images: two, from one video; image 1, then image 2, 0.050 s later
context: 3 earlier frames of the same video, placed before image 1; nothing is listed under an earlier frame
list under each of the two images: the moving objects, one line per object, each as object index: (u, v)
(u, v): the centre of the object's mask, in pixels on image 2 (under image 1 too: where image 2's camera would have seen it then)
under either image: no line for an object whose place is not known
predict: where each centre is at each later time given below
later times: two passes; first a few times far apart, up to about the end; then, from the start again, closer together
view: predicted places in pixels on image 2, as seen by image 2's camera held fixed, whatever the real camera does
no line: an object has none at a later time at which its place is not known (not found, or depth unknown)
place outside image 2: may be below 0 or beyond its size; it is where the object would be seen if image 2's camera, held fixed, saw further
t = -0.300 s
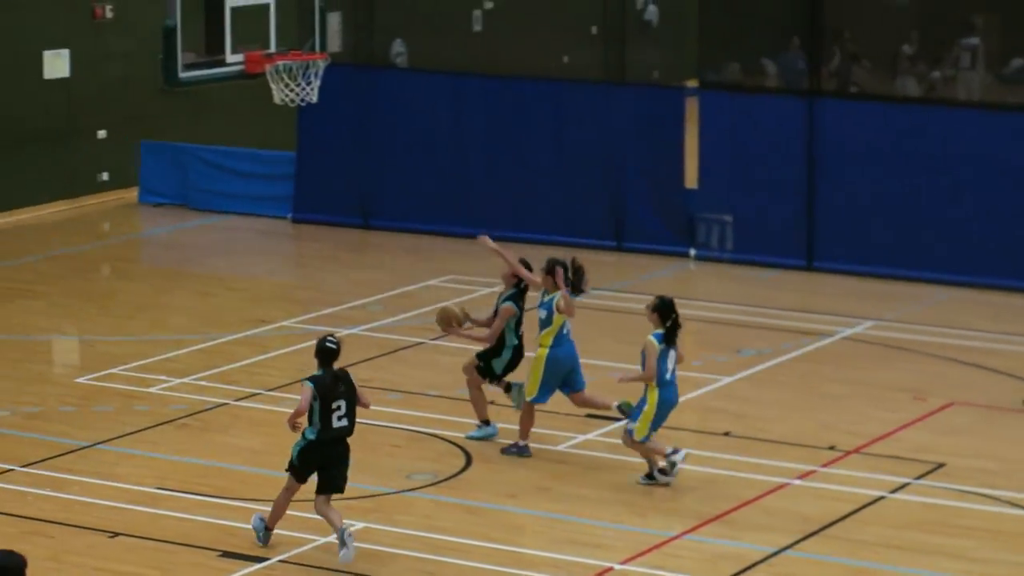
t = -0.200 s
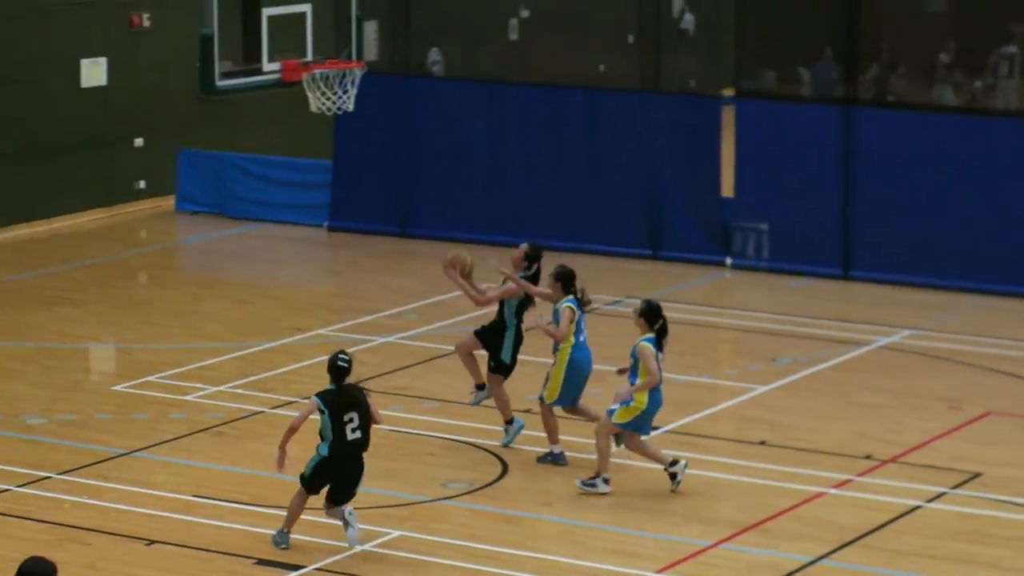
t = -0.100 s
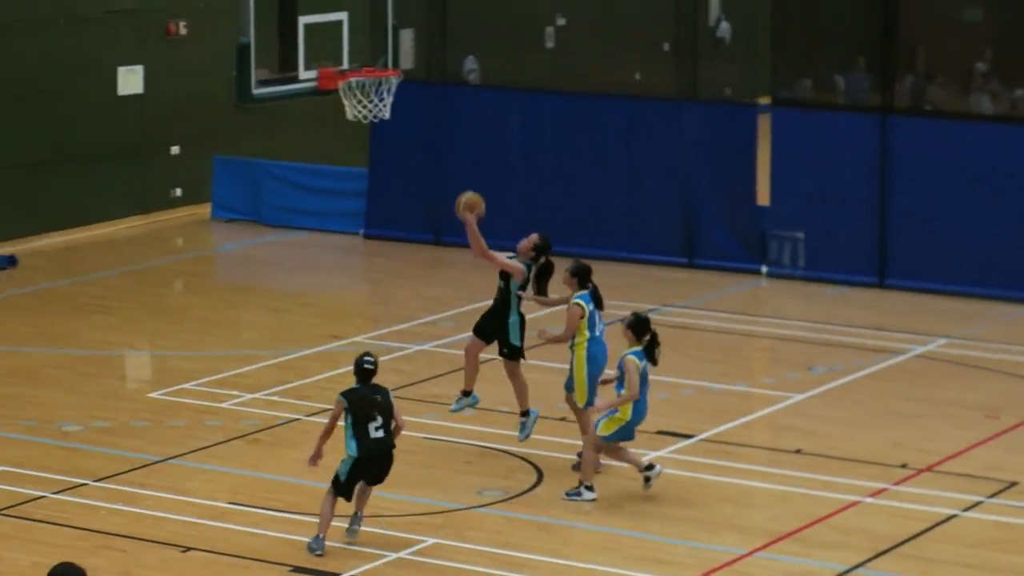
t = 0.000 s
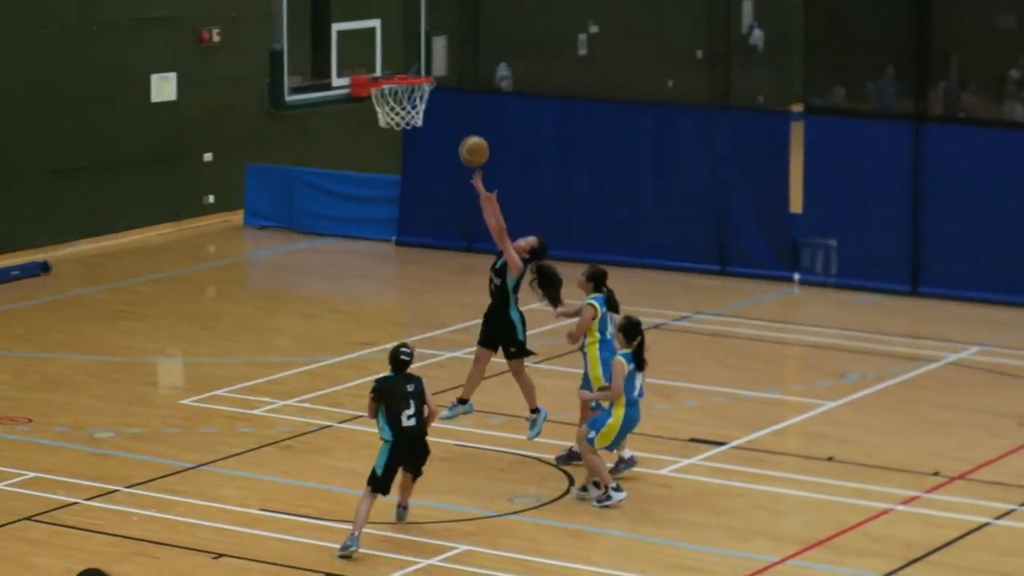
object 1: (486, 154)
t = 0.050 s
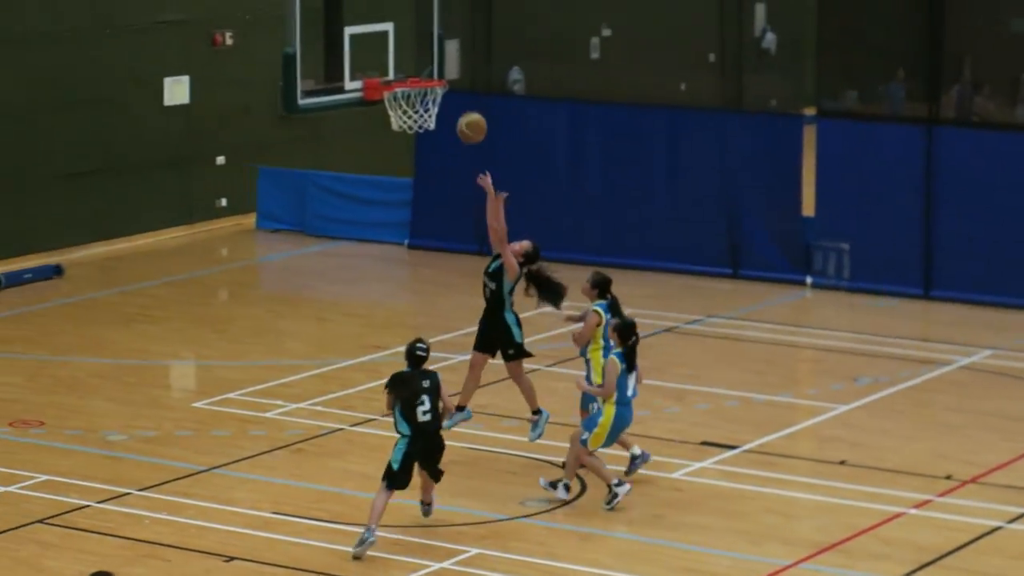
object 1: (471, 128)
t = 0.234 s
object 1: (419, 54)
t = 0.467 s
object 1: (426, 52)
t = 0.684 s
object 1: (413, 73)
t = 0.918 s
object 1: (403, 121)
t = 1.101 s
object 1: (402, 192)
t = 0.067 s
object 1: (467, 119)
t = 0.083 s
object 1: (462, 111)
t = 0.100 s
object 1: (458, 103)
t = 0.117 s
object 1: (454, 97)
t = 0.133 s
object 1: (452, 90)
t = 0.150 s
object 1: (446, 80)
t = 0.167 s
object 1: (438, 72)
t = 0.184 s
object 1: (433, 69)
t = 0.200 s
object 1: (428, 64)
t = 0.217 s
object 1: (423, 59)
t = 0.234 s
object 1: (419, 54)
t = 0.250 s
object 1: (414, 49)
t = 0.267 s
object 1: (409, 46)
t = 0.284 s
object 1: (411, 45)
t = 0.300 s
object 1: (412, 44)
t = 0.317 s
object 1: (413, 43)
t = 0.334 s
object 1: (414, 42)
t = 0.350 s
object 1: (416, 42)
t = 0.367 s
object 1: (417, 43)
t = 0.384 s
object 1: (418, 44)
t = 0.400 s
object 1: (420, 45)
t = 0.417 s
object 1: (421, 46)
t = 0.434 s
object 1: (423, 48)
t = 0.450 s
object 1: (425, 50)
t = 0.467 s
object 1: (426, 52)
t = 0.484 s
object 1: (428, 55)
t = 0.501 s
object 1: (430, 58)
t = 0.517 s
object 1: (432, 63)
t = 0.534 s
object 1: (433, 66)
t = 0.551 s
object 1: (433, 68)
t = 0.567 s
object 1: (432, 67)
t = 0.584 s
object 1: (429, 68)
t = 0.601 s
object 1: (425, 67)
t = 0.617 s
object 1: (423, 68)
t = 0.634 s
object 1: (421, 69)
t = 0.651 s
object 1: (418, 70)
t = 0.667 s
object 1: (416, 72)
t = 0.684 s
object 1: (413, 73)
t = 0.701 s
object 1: (411, 73)
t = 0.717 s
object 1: (409, 76)
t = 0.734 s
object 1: (407, 84)
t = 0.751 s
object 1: (407, 84)
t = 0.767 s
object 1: (406, 84)
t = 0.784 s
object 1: (406, 87)
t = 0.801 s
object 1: (406, 90)
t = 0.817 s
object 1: (405, 95)
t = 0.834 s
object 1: (409, 98)
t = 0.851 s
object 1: (407, 100)
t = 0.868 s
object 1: (407, 101)
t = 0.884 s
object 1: (408, 104)
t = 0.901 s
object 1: (408, 105)
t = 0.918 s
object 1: (403, 121)
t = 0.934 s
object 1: (401, 134)
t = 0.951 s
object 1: (400, 136)
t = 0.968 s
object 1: (401, 138)
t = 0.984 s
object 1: (402, 142)
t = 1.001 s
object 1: (402, 147)
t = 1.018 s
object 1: (402, 153)
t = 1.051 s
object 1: (402, 168)
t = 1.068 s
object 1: (402, 176)
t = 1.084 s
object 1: (403, 184)
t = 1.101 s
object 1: (402, 192)
